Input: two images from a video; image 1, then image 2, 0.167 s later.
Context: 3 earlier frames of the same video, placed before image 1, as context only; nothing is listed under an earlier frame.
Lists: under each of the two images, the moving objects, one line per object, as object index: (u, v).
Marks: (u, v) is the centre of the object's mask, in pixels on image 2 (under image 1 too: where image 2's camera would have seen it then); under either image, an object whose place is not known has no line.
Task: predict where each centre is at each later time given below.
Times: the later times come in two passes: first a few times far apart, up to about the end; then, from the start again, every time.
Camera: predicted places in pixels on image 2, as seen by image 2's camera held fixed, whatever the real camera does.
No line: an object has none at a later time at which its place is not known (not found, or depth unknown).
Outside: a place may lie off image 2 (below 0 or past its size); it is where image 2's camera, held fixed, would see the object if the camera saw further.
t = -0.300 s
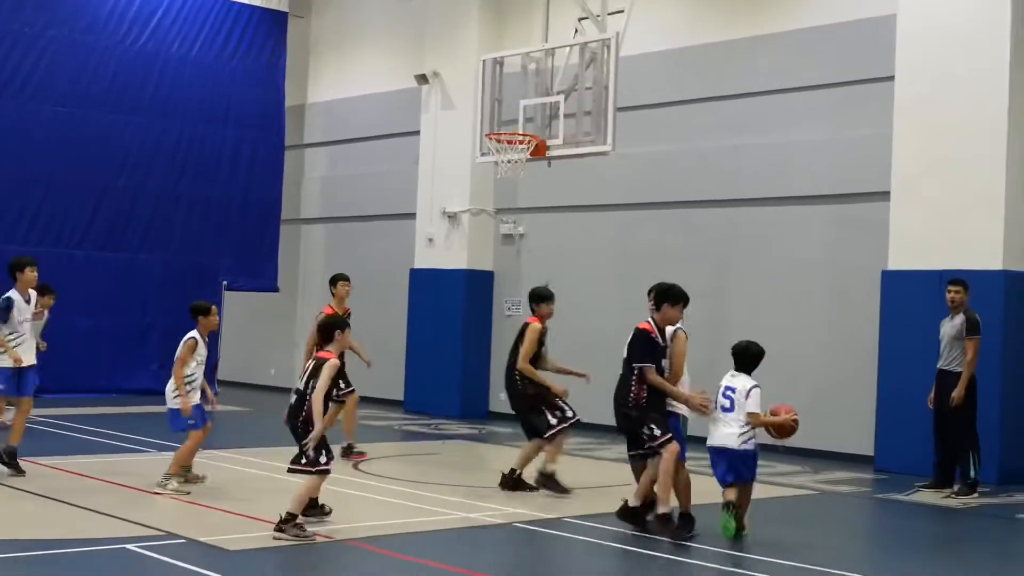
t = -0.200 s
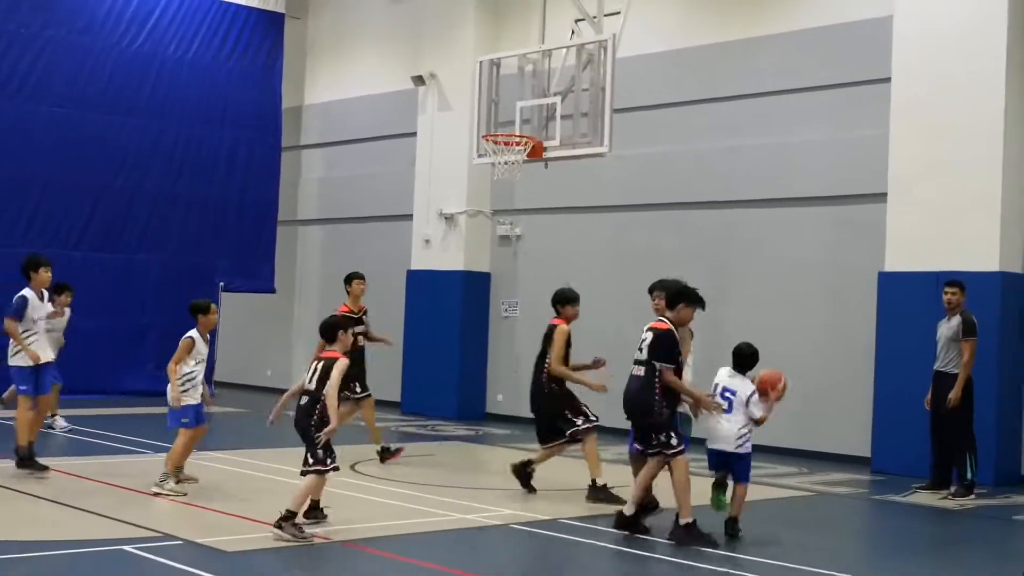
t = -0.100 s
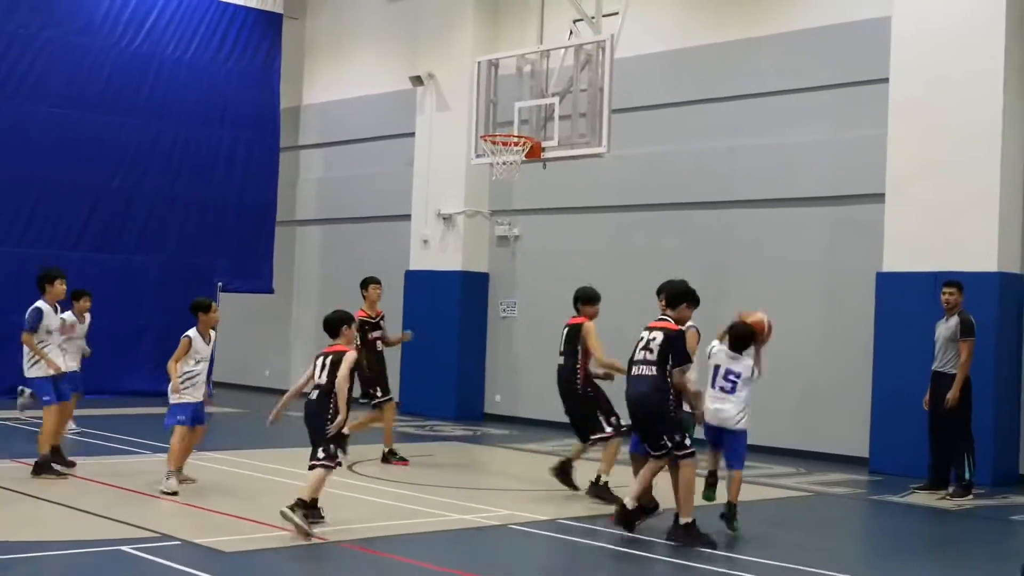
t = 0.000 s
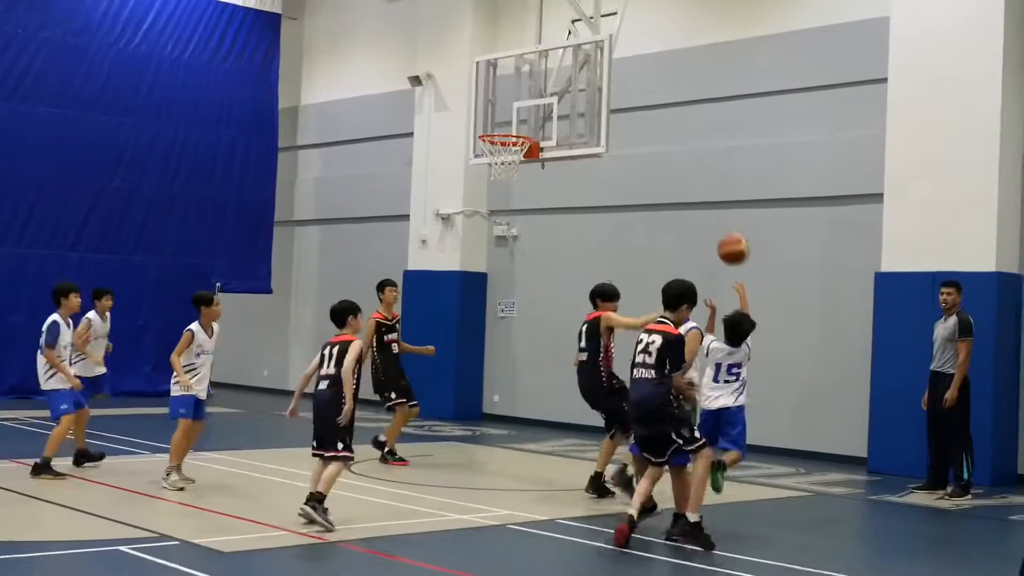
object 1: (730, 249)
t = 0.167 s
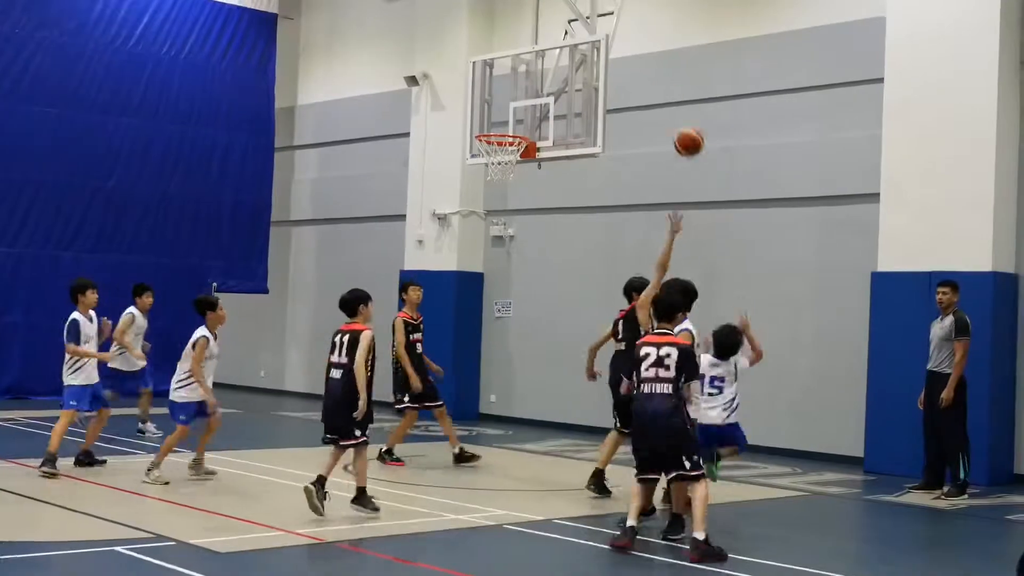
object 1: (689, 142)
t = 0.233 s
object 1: (673, 112)
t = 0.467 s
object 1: (623, 58)
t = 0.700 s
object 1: (576, 65)
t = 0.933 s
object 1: (519, 120)
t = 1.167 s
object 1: (506, 91)
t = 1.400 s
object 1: (492, 114)
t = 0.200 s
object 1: (681, 126)
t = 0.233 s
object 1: (673, 112)
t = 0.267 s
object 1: (666, 100)
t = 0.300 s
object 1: (658, 89)
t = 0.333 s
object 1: (651, 80)
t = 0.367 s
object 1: (645, 72)
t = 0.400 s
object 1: (637, 66)
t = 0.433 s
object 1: (630, 61)
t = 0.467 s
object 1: (623, 58)
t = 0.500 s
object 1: (617, 55)
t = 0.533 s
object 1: (609, 54)
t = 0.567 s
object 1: (604, 55)
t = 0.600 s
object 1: (597, 57)
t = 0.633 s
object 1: (591, 60)
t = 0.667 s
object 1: (583, 62)
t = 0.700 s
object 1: (576, 65)
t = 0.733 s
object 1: (568, 70)
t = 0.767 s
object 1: (560, 75)
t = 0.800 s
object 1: (552, 82)
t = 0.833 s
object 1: (543, 90)
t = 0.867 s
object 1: (535, 99)
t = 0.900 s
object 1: (527, 109)
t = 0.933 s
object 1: (519, 120)
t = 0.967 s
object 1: (516, 119)
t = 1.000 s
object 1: (514, 112)
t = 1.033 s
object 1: (513, 105)
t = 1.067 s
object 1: (511, 100)
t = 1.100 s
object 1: (509, 96)
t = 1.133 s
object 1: (508, 93)
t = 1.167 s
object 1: (506, 91)
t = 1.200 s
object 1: (504, 91)
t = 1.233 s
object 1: (502, 93)
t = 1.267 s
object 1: (500, 94)
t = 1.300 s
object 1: (499, 96)
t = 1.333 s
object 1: (497, 102)
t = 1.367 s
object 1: (494, 107)
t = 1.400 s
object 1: (492, 114)
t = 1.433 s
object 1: (490, 122)
